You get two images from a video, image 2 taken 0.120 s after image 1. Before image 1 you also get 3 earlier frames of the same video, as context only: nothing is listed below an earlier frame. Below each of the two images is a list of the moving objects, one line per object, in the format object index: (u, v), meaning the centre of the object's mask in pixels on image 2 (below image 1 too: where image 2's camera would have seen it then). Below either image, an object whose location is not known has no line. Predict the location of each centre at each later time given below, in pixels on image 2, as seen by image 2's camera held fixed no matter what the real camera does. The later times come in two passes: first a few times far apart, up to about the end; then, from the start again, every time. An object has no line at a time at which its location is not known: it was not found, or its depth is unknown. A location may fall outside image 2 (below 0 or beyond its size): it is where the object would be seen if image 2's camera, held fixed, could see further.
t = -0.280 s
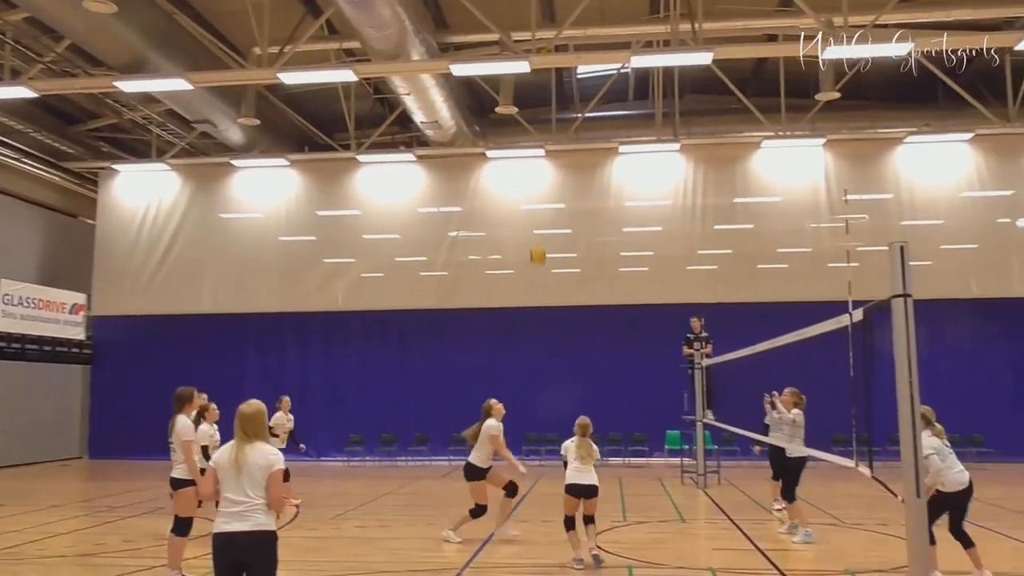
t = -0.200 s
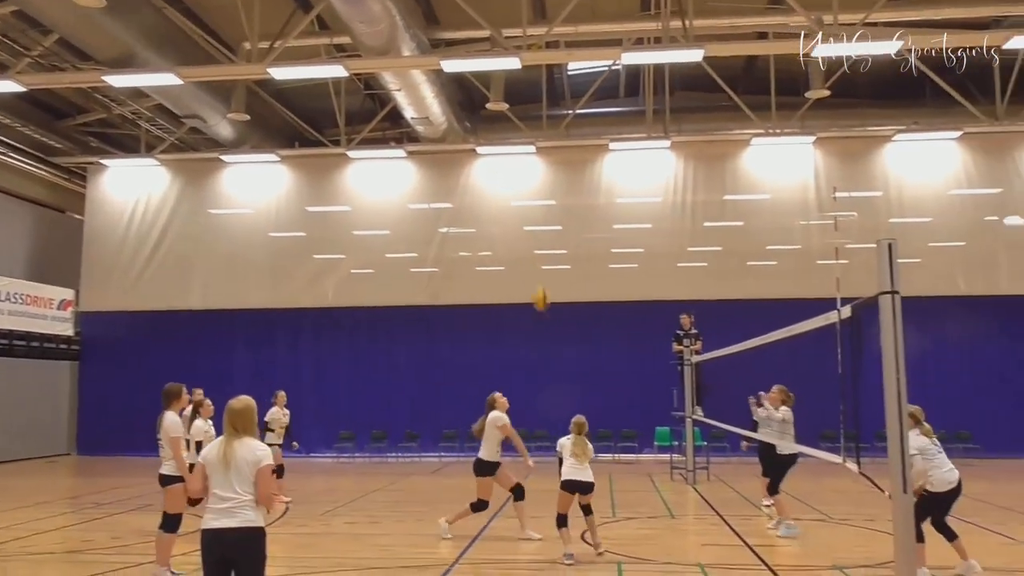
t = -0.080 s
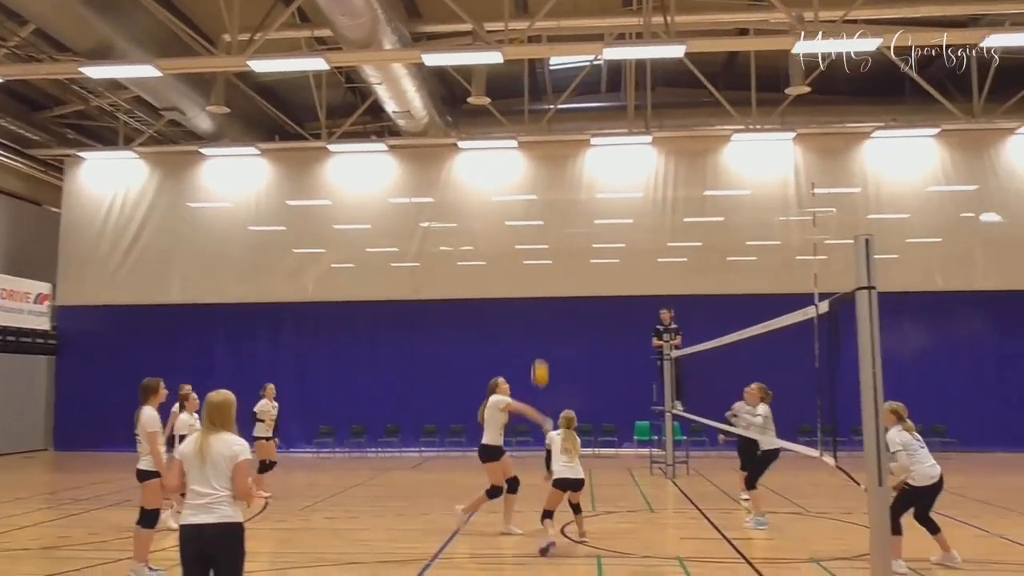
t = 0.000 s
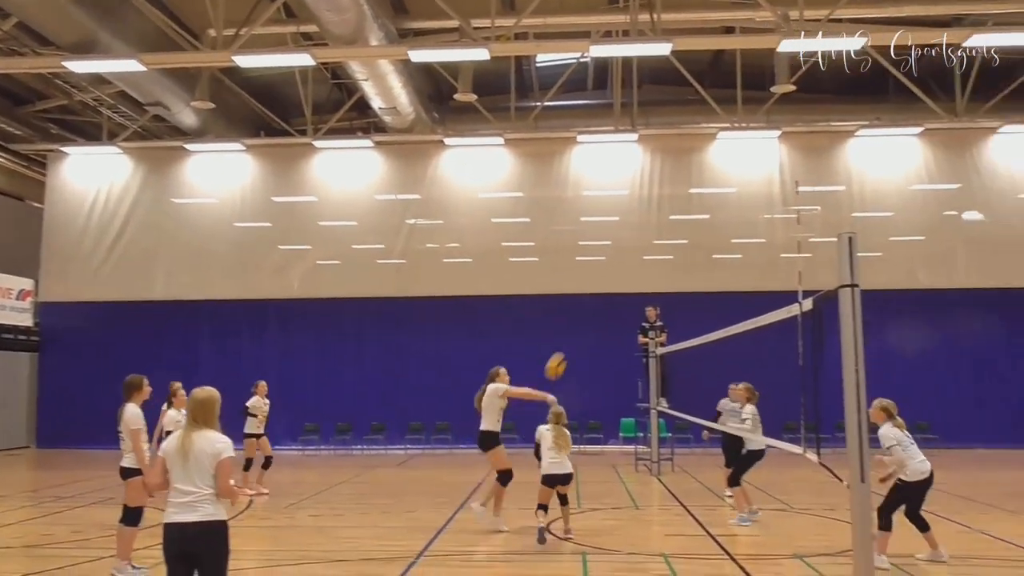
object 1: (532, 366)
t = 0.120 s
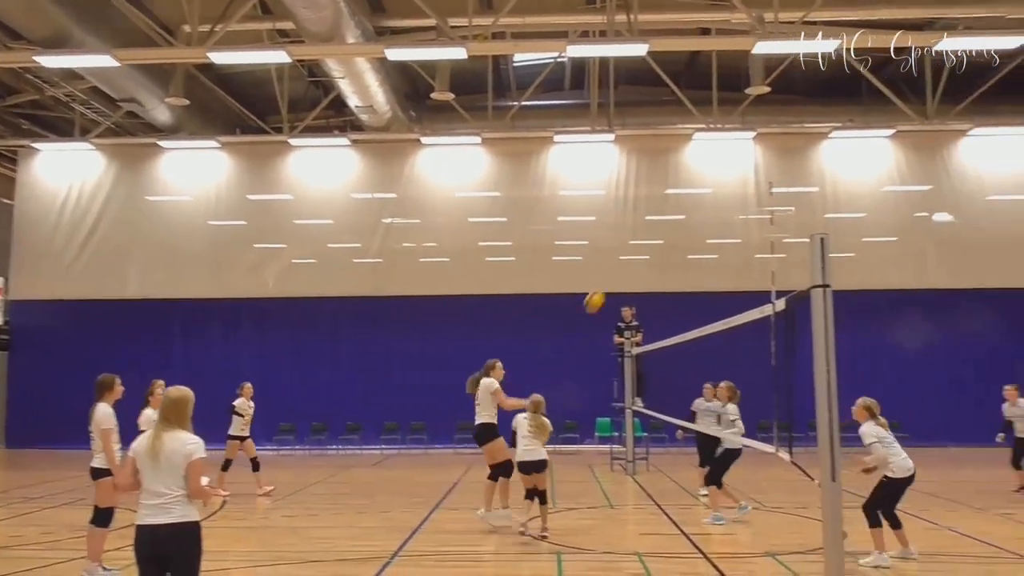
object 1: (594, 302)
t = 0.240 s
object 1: (656, 252)
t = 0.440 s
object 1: (751, 195)
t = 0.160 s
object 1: (615, 282)
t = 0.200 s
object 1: (635, 268)
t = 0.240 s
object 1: (656, 252)
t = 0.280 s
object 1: (674, 235)
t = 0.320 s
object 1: (694, 225)
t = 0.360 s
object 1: (714, 213)
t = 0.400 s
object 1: (732, 204)
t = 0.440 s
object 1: (751, 195)
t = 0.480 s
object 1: (770, 187)
